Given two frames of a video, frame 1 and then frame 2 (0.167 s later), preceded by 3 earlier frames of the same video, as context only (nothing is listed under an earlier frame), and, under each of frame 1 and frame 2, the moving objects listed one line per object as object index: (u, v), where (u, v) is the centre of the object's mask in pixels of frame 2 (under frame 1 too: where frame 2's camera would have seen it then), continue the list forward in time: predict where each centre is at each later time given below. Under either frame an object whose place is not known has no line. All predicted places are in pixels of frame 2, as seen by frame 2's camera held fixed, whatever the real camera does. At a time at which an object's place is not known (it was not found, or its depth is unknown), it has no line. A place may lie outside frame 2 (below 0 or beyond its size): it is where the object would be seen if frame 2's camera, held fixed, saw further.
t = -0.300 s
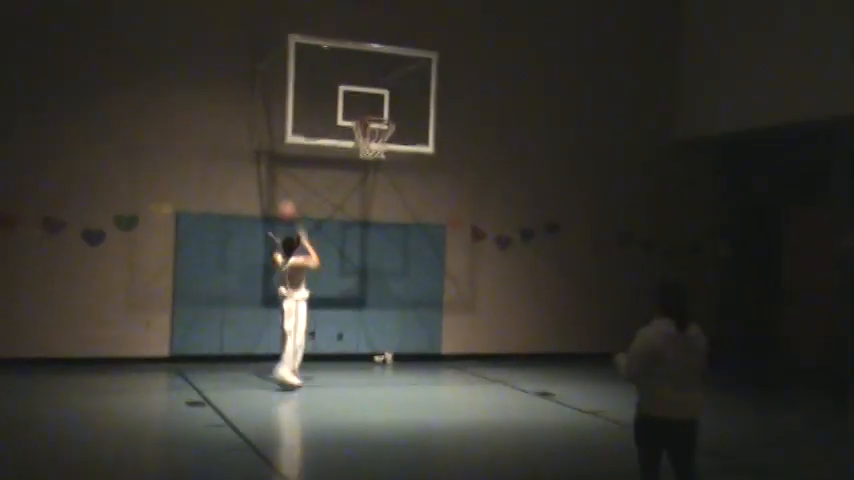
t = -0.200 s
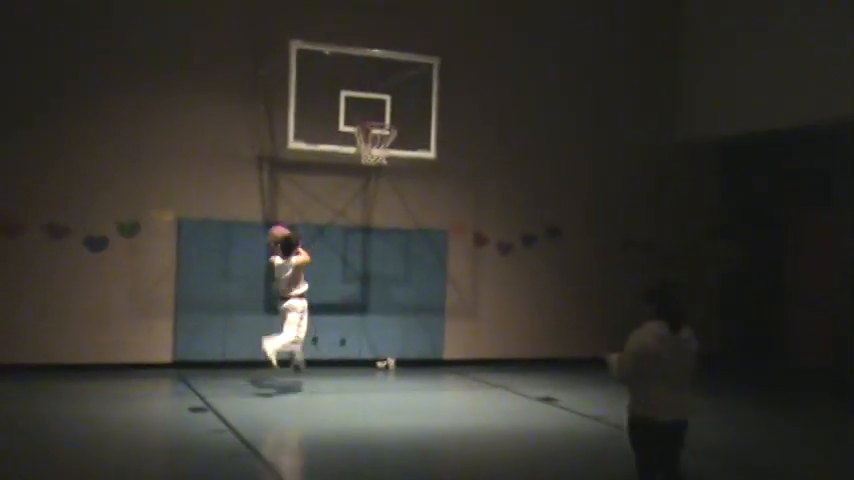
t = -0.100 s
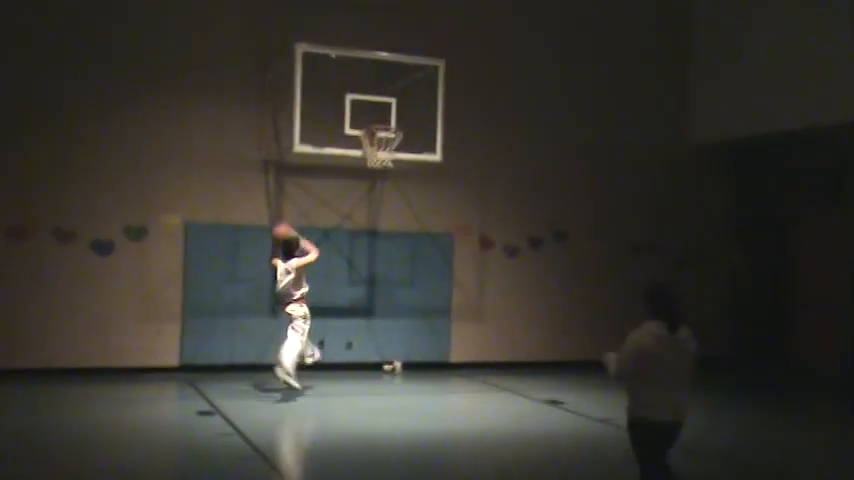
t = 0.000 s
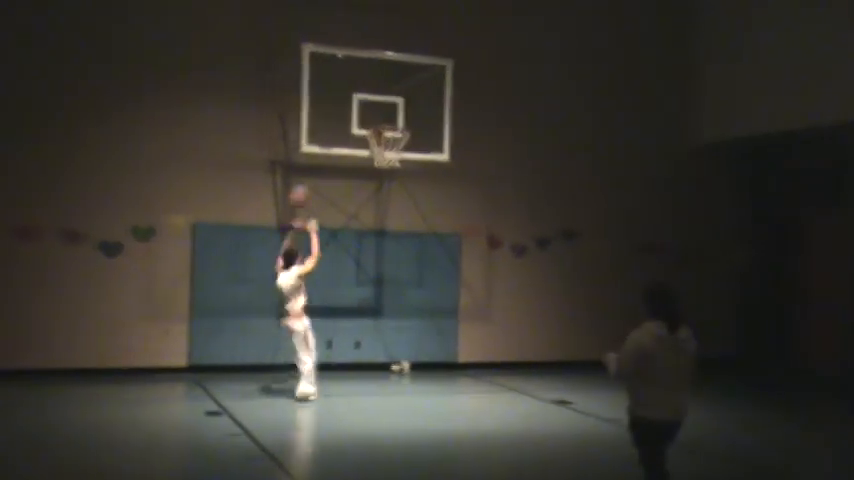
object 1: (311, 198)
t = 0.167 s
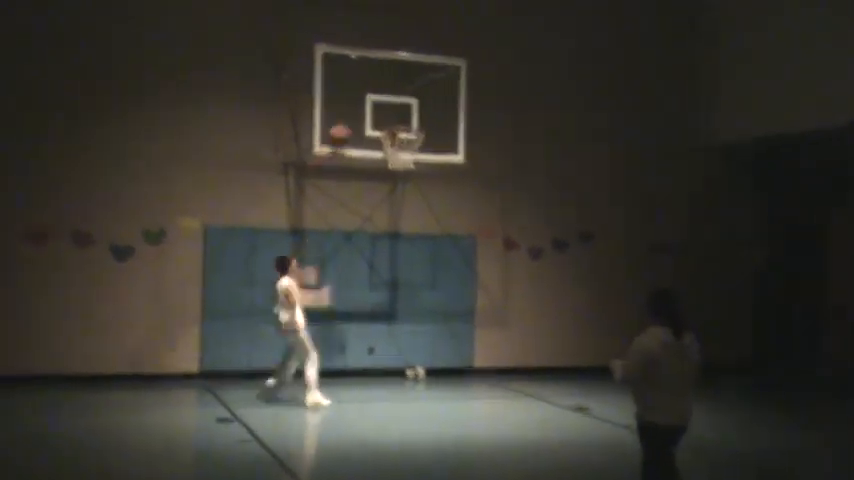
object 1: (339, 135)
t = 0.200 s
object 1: (343, 126)
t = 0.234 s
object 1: (349, 116)
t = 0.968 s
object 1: (447, 167)
